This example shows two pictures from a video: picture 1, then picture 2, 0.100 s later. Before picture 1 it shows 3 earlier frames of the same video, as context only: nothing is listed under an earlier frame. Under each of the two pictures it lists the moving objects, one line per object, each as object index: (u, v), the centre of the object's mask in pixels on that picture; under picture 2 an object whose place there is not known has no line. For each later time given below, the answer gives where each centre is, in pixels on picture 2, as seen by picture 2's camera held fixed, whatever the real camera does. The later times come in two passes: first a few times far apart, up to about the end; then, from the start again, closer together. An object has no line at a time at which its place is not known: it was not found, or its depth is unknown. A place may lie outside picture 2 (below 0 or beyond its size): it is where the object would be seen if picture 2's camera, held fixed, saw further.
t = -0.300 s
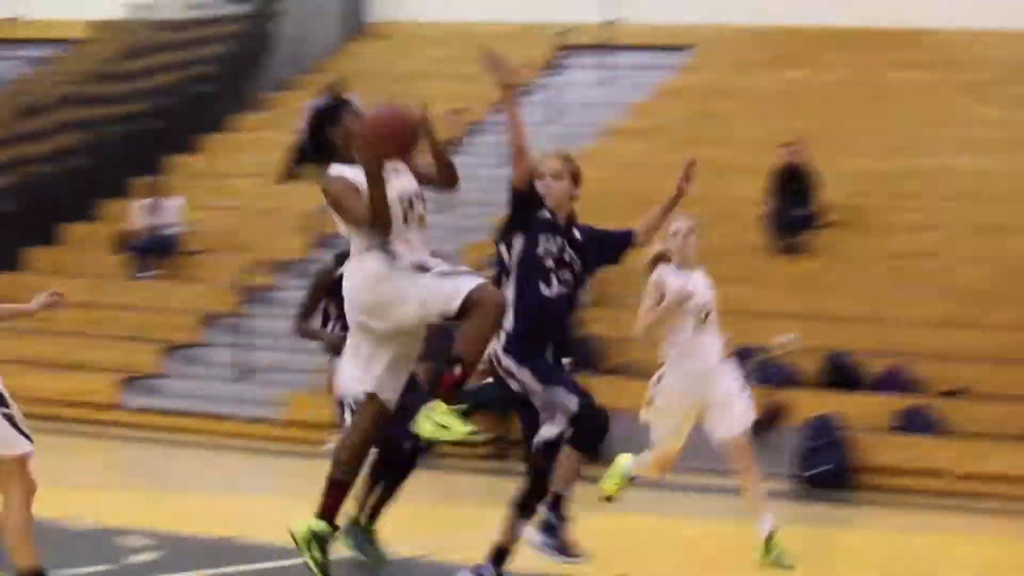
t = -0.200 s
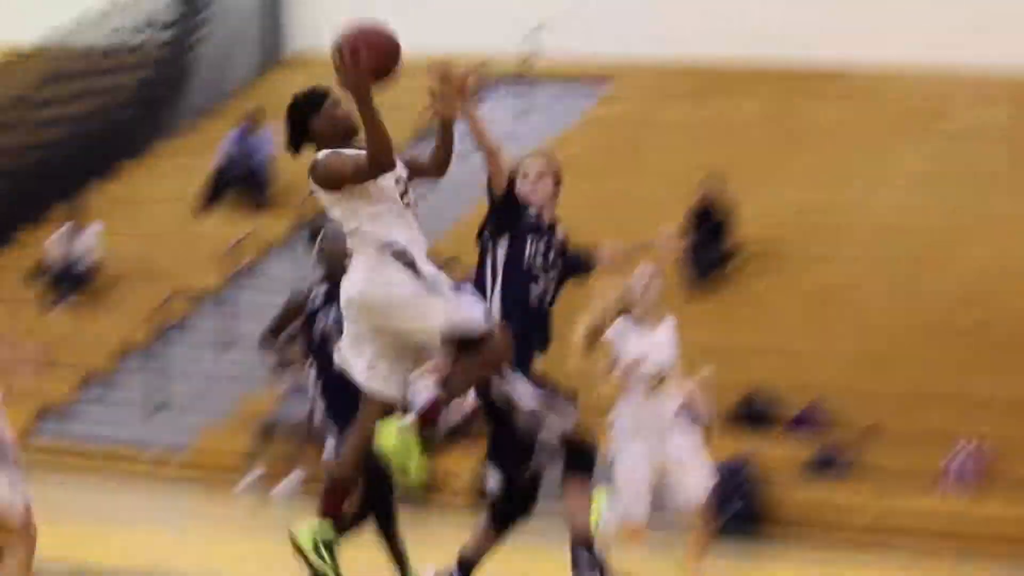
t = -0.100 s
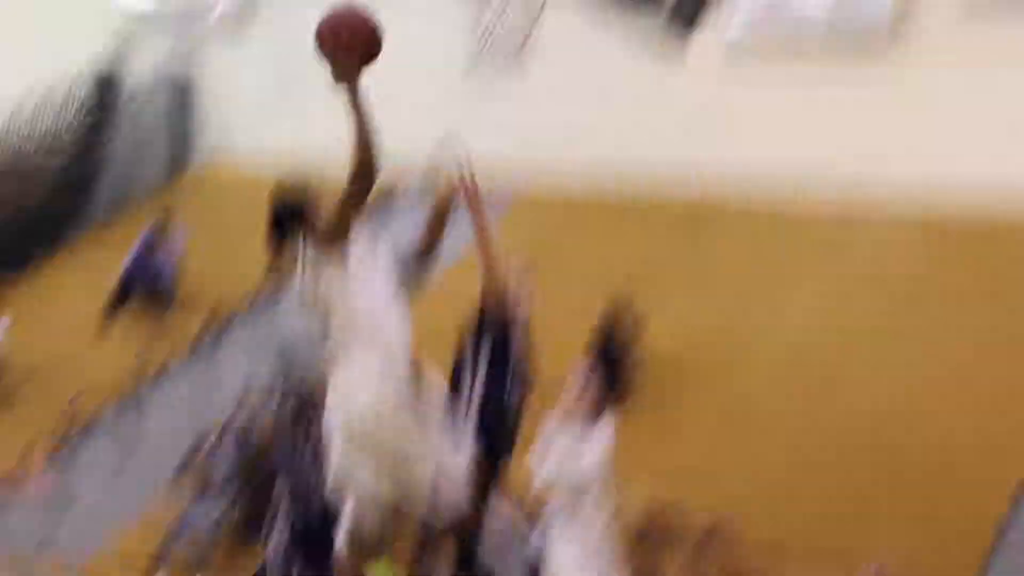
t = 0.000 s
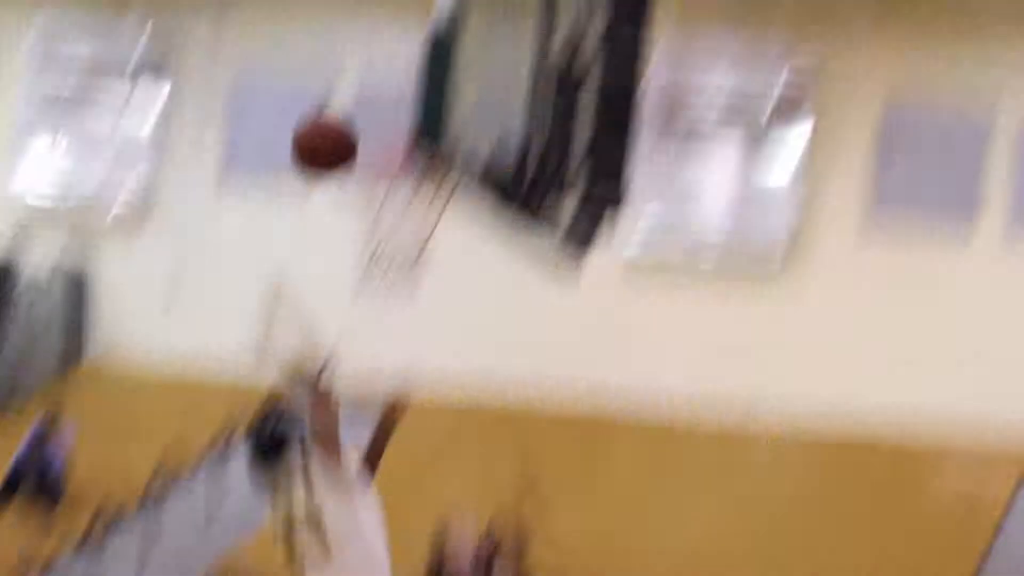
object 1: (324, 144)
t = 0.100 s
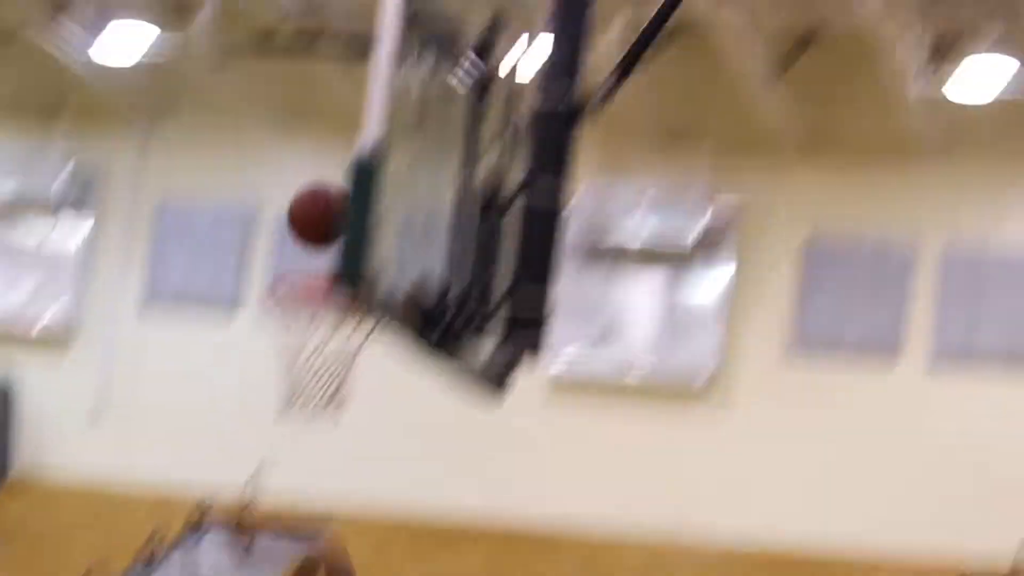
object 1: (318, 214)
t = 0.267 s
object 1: (388, 197)
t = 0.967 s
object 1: (320, 299)
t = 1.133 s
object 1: (296, 328)
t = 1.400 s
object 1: (313, 400)
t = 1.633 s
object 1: (336, 554)
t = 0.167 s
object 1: (384, 201)
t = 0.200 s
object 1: (394, 195)
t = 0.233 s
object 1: (392, 191)
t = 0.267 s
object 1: (388, 197)
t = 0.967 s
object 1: (320, 299)
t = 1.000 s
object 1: (317, 303)
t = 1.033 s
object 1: (312, 306)
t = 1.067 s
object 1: (307, 315)
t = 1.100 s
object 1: (302, 320)
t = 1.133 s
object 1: (296, 328)
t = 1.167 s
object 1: (292, 339)
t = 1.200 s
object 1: (290, 349)
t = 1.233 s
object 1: (290, 358)
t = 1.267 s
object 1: (292, 364)
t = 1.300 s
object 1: (296, 372)
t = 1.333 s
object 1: (302, 379)
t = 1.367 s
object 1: (307, 387)
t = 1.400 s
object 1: (313, 400)
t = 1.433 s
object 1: (314, 419)
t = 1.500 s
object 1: (323, 449)
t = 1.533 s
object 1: (329, 468)
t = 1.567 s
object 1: (331, 489)
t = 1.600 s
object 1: (333, 520)
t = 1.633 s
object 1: (336, 554)
